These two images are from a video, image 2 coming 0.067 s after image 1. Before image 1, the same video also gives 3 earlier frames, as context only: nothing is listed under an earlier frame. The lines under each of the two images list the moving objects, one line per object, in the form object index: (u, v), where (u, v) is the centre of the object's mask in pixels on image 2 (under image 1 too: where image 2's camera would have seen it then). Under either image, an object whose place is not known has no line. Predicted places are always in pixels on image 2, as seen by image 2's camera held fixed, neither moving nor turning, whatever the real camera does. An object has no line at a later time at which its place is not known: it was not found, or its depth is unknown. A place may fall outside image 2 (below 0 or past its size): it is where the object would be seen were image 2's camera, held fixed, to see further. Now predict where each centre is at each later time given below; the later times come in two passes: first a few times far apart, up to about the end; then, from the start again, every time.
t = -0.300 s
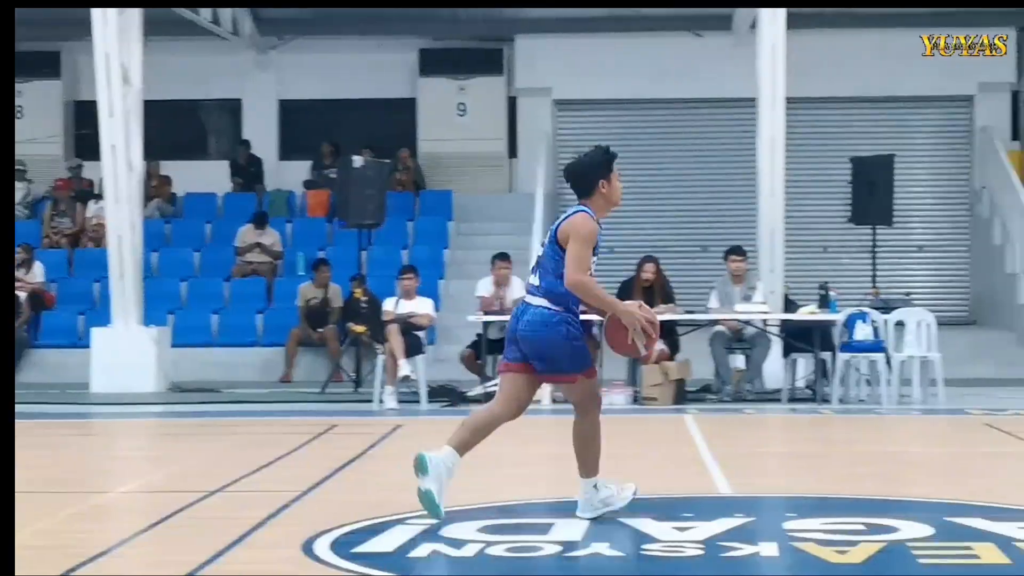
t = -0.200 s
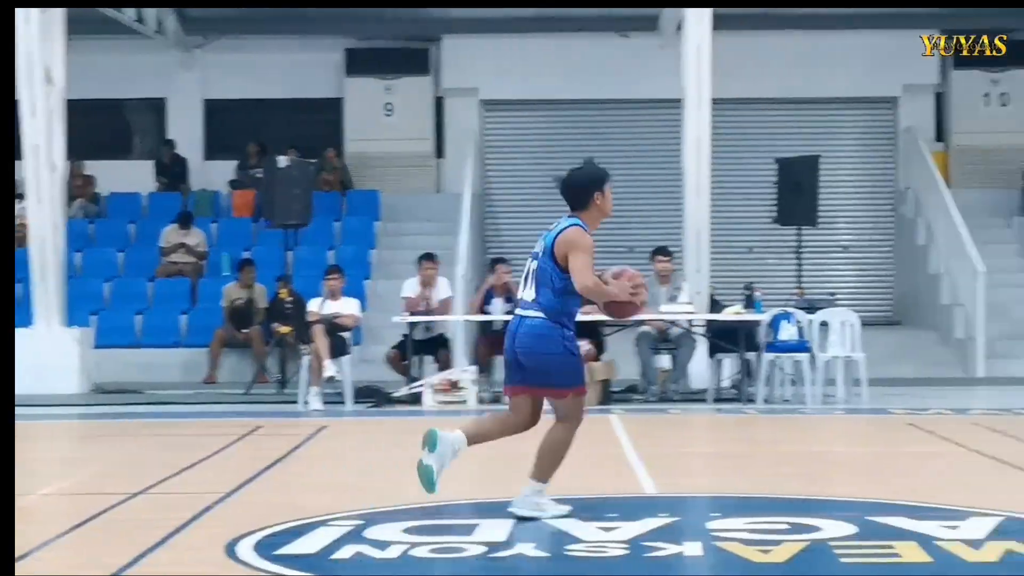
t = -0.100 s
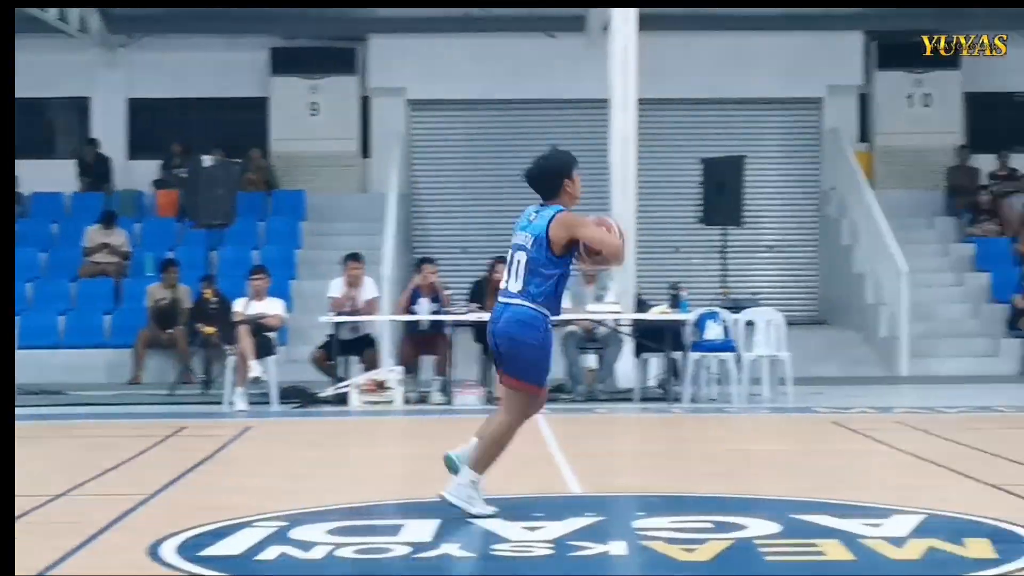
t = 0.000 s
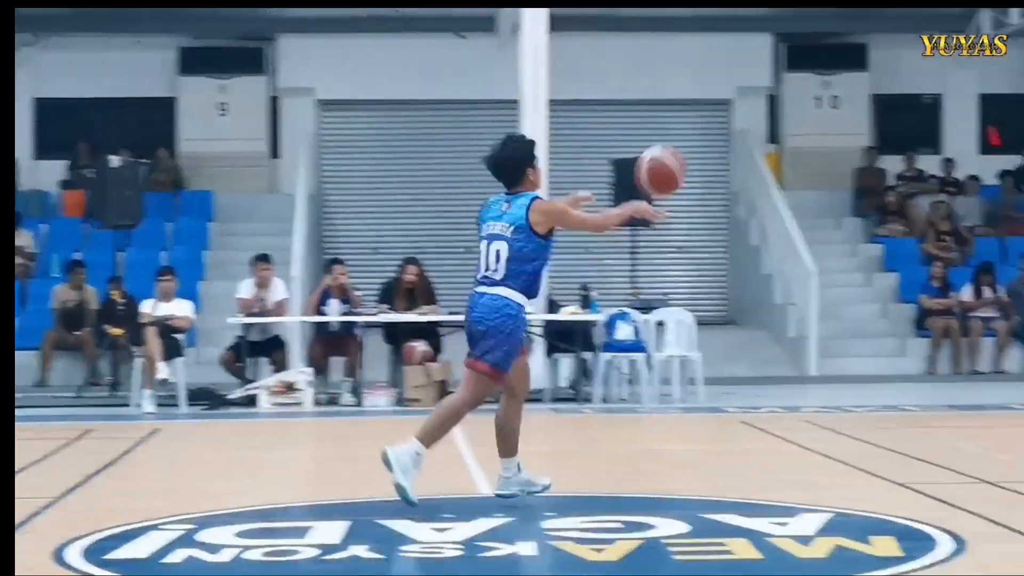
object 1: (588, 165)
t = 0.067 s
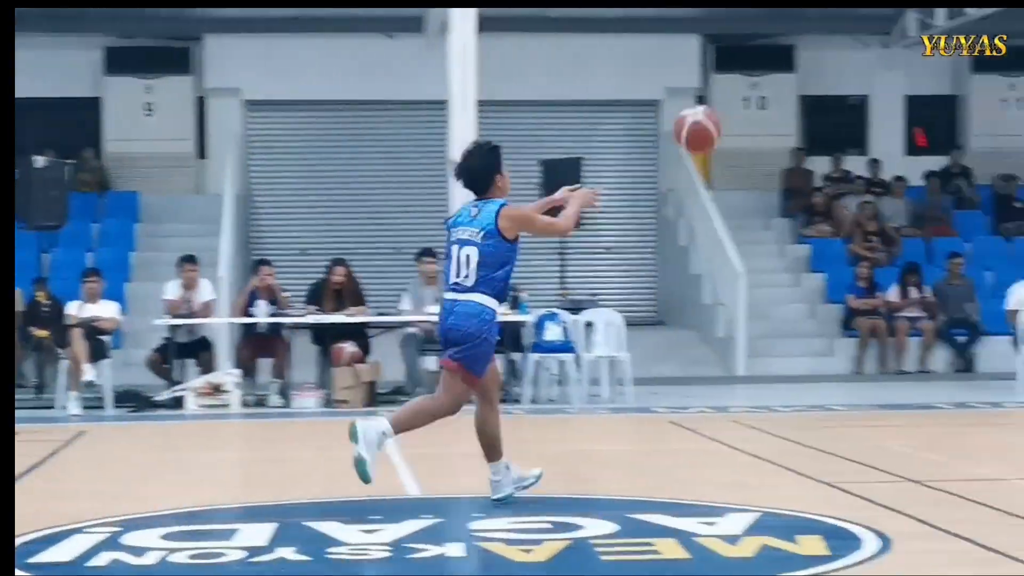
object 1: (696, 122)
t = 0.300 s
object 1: (1013, 64)
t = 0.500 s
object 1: (1235, 96)
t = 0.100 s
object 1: (746, 107)
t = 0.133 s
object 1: (795, 93)
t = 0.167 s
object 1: (841, 82)
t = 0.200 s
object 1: (886, 75)
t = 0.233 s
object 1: (930, 69)
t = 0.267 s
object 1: (972, 65)
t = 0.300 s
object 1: (1013, 64)
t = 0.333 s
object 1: (1052, 65)
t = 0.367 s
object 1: (1090, 69)
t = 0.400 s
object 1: (1128, 73)
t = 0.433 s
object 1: (1164, 79)
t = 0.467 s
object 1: (1200, 86)
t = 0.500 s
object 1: (1235, 96)
